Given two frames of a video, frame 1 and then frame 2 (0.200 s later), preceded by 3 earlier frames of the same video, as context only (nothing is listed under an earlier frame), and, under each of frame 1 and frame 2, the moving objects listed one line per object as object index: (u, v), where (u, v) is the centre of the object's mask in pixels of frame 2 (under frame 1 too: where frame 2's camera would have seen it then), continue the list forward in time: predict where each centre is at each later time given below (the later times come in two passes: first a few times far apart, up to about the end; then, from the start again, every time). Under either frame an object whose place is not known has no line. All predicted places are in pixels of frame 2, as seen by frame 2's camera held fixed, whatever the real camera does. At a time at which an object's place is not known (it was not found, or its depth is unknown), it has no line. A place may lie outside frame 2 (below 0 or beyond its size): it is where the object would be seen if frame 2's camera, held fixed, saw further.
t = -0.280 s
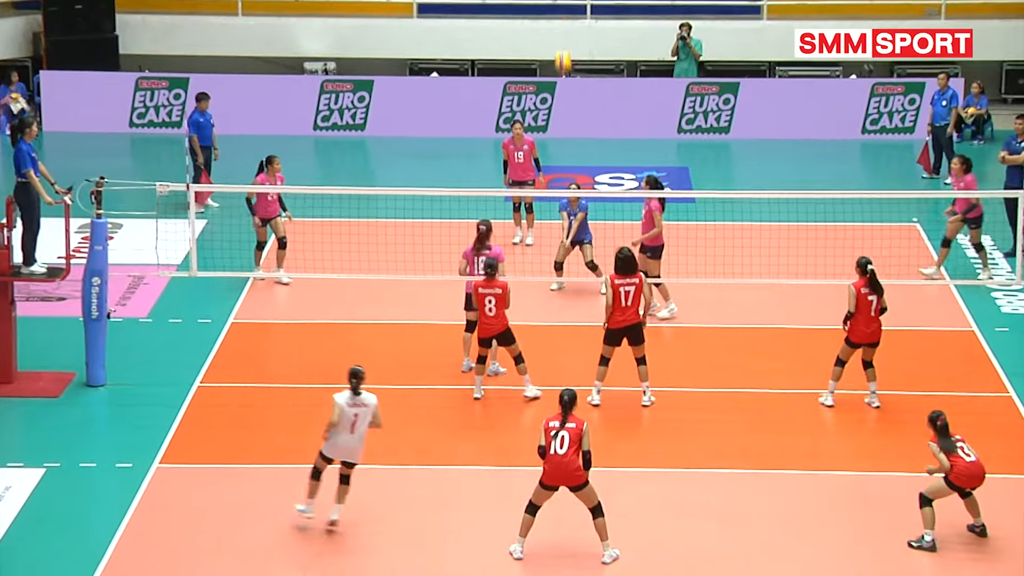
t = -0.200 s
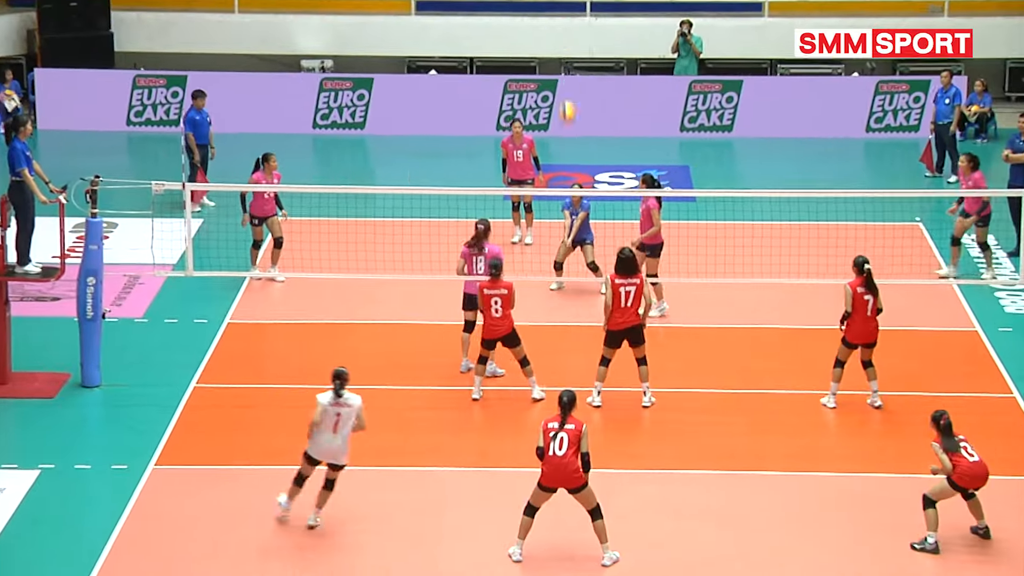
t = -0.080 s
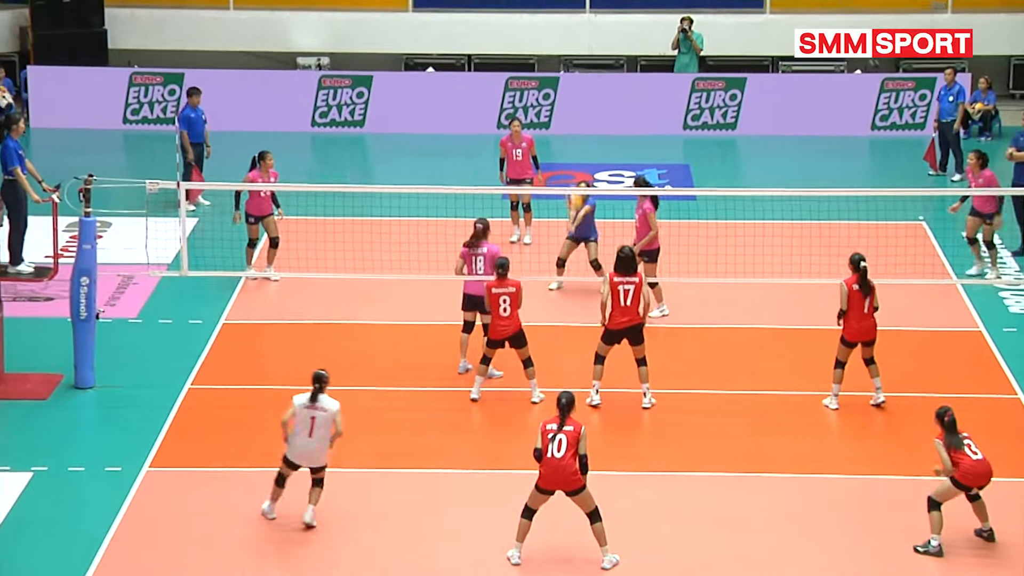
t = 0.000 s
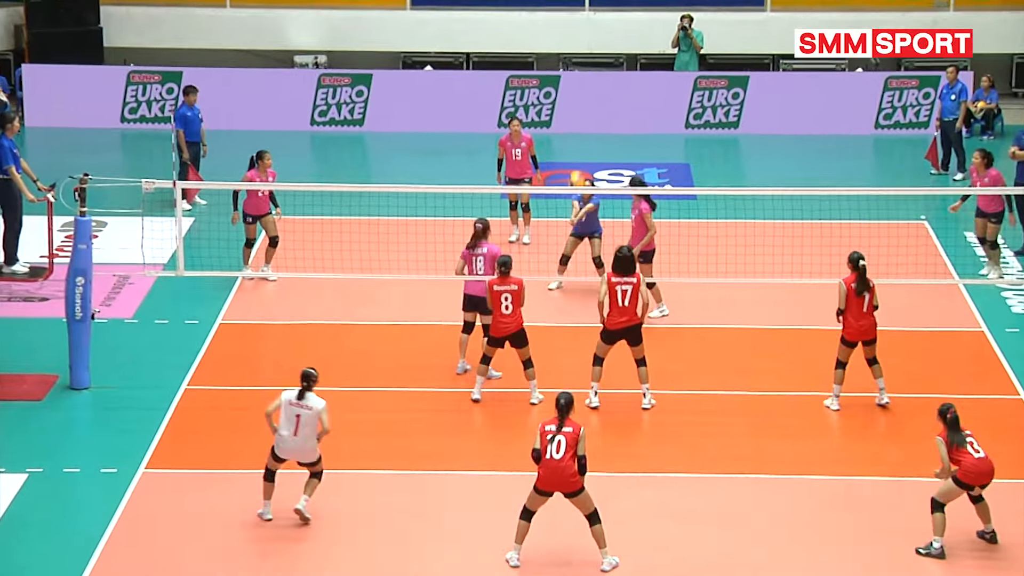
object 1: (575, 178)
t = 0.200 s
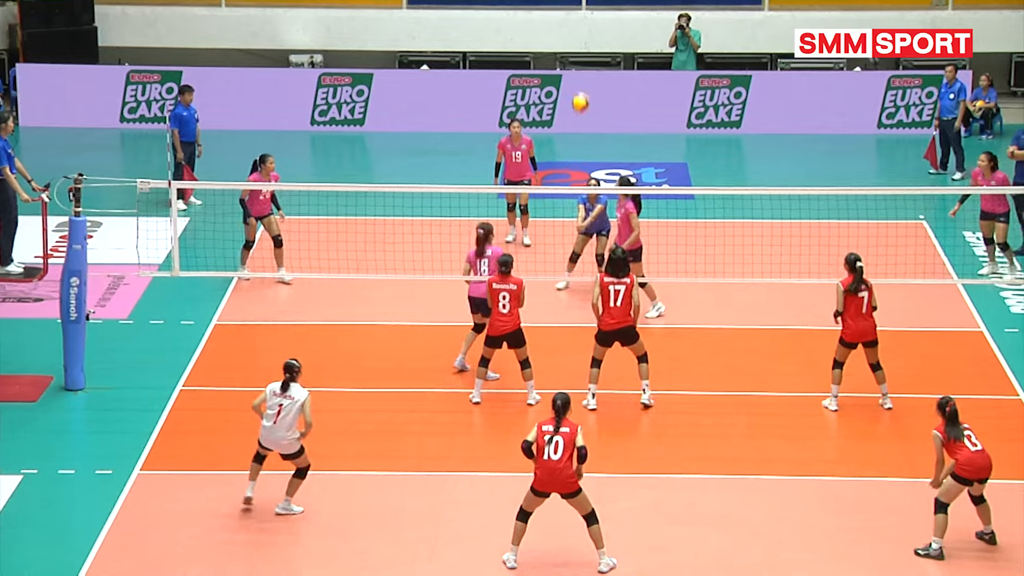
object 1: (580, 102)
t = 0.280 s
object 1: (582, 80)
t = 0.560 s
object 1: (585, 45)
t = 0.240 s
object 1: (581, 90)
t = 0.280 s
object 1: (582, 80)
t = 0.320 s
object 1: (582, 70)
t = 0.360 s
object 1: (583, 63)
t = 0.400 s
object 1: (584, 58)
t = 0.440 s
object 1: (584, 53)
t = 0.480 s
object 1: (584, 48)
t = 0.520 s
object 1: (585, 46)
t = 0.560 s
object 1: (585, 45)
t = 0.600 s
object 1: (586, 45)
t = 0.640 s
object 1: (587, 47)
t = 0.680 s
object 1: (588, 50)
